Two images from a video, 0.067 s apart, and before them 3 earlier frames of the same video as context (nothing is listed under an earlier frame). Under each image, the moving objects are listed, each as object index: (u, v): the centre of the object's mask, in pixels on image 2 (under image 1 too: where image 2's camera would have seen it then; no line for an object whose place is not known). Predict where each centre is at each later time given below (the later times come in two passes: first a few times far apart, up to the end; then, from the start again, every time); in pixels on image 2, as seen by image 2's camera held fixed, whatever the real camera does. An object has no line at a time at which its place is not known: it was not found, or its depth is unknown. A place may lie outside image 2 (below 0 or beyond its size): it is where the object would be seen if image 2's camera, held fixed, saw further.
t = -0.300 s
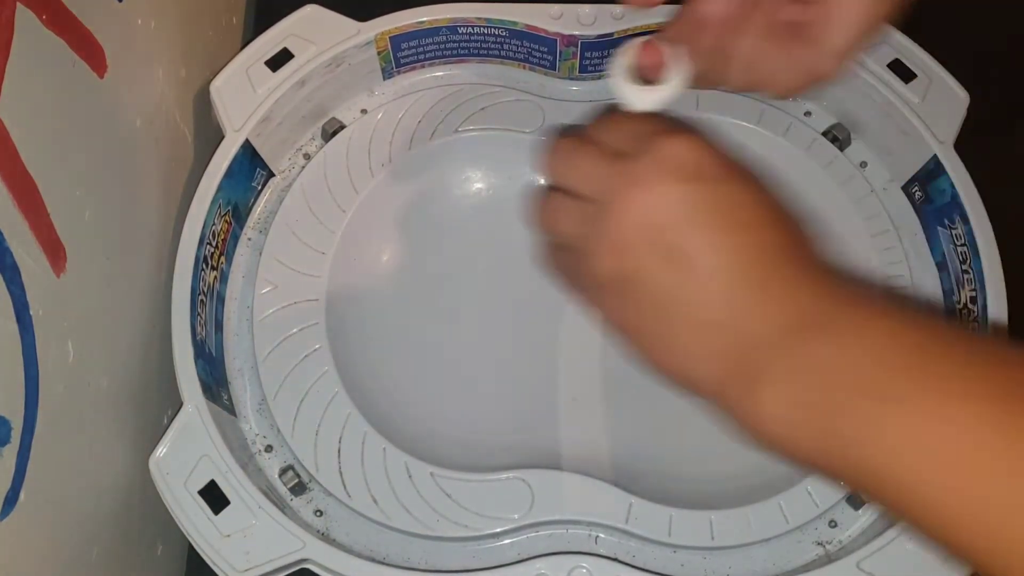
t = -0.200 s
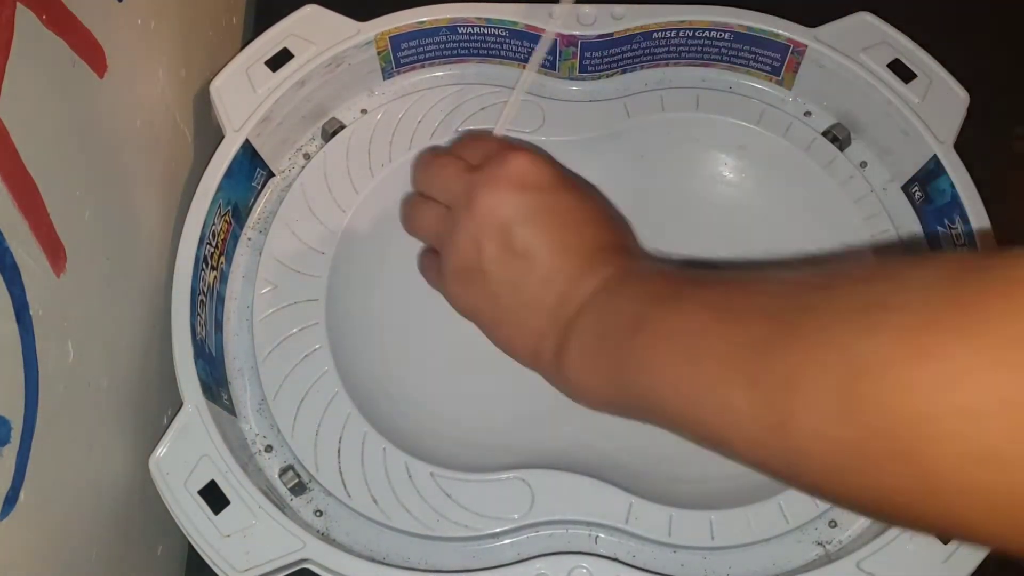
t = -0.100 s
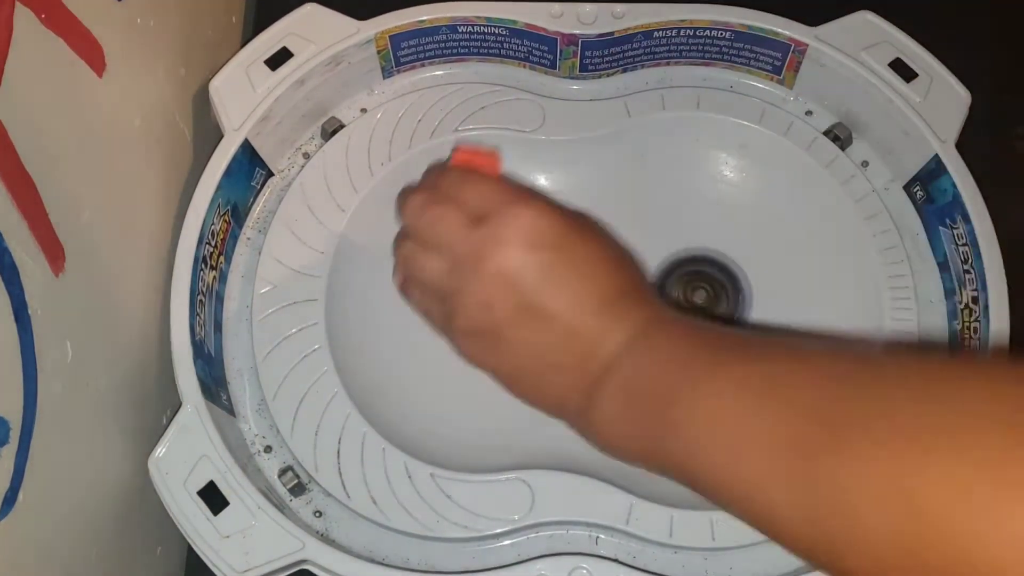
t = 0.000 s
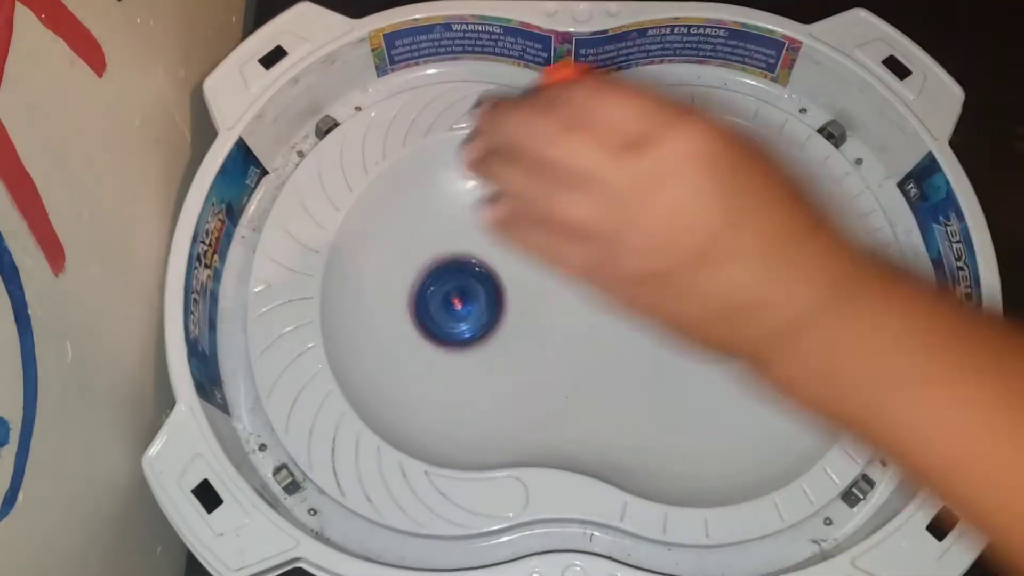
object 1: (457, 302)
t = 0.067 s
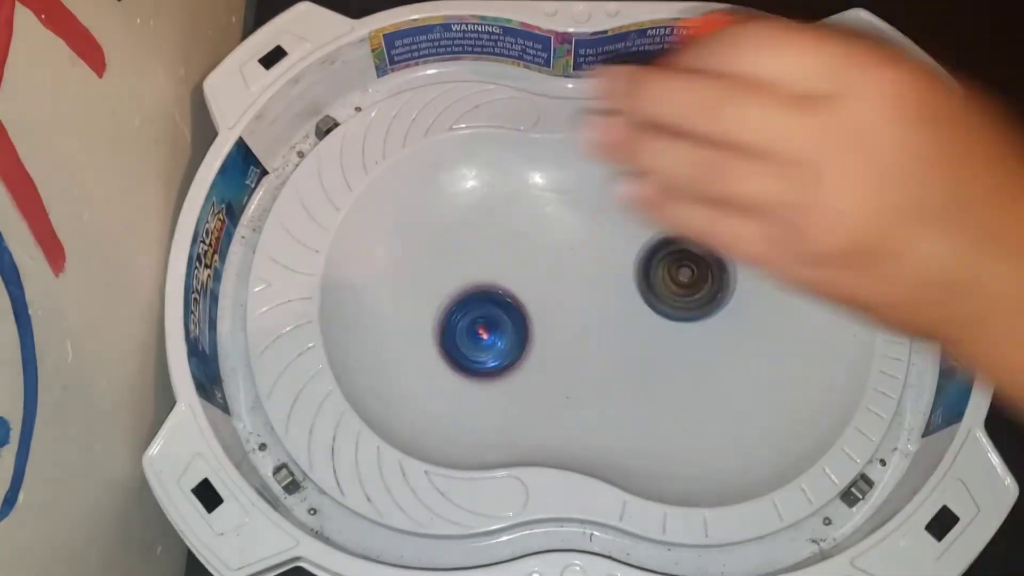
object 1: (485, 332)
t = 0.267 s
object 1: (617, 381)
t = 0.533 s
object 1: (790, 372)
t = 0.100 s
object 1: (503, 343)
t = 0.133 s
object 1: (526, 351)
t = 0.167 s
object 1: (551, 358)
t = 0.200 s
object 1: (580, 360)
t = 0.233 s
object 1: (607, 363)
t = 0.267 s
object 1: (617, 381)
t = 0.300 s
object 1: (628, 398)
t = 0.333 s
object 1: (646, 411)
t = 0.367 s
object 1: (667, 418)
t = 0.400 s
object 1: (692, 424)
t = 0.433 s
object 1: (718, 421)
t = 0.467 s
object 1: (744, 411)
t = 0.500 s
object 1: (768, 395)
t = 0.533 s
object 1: (790, 372)
